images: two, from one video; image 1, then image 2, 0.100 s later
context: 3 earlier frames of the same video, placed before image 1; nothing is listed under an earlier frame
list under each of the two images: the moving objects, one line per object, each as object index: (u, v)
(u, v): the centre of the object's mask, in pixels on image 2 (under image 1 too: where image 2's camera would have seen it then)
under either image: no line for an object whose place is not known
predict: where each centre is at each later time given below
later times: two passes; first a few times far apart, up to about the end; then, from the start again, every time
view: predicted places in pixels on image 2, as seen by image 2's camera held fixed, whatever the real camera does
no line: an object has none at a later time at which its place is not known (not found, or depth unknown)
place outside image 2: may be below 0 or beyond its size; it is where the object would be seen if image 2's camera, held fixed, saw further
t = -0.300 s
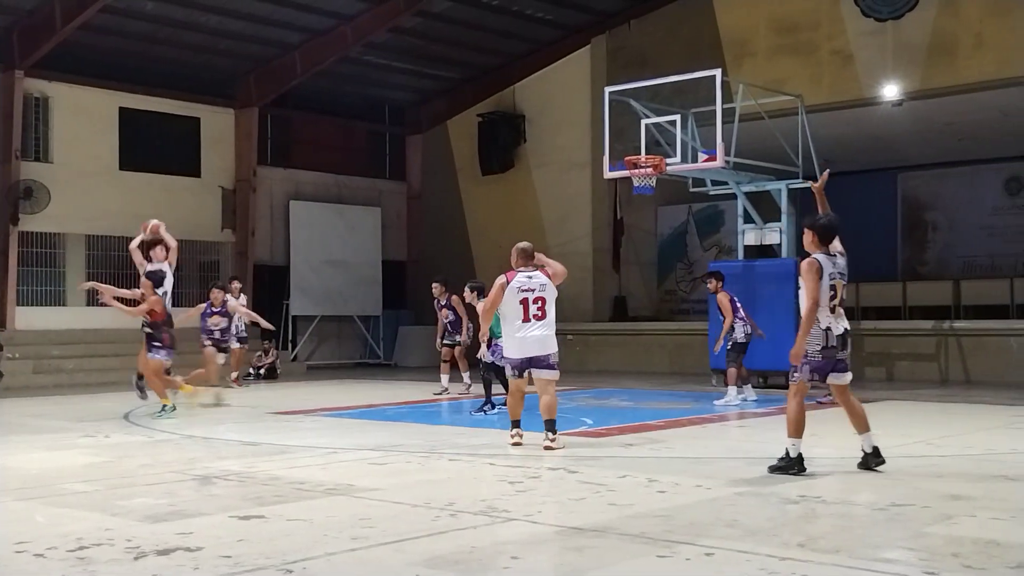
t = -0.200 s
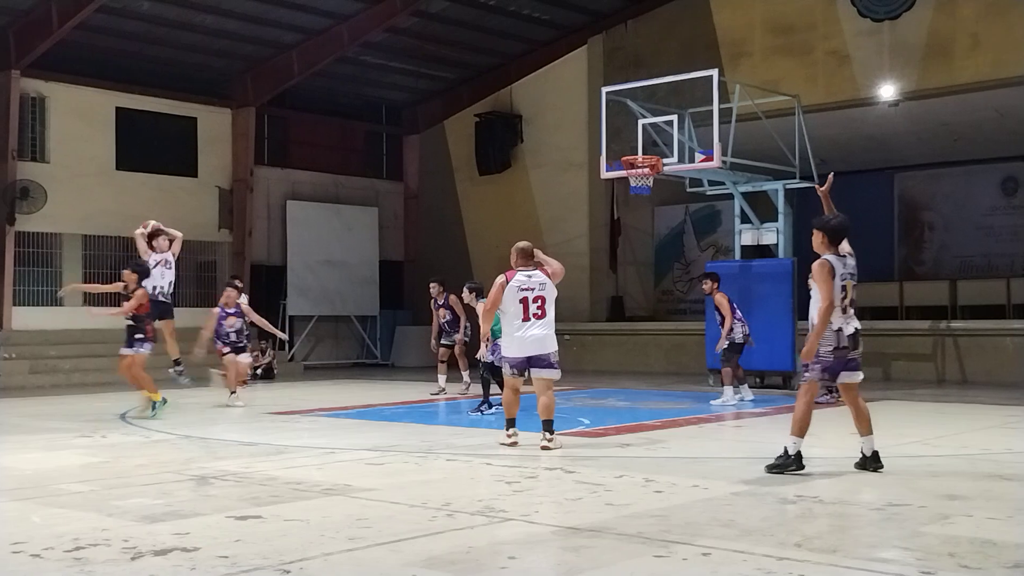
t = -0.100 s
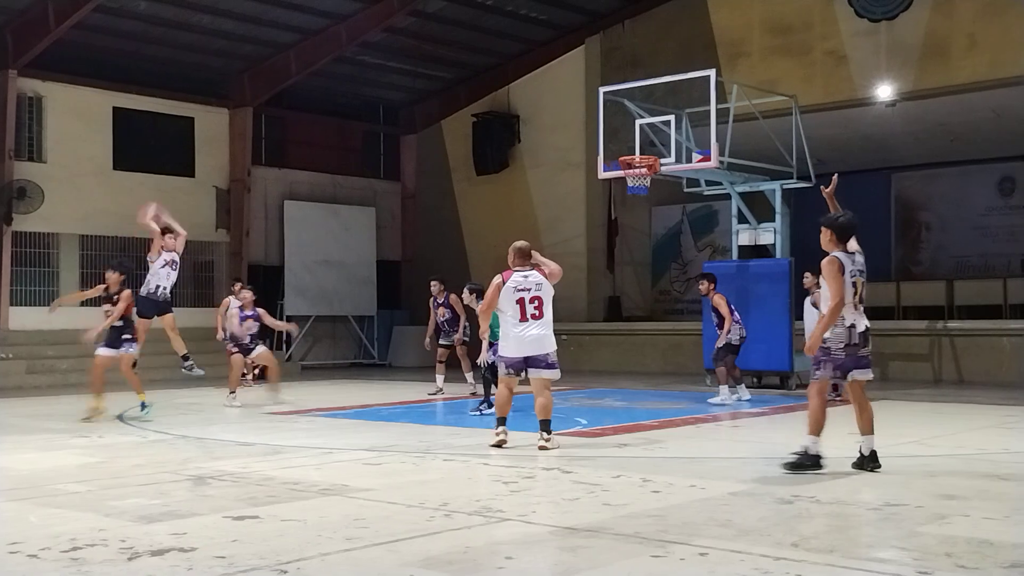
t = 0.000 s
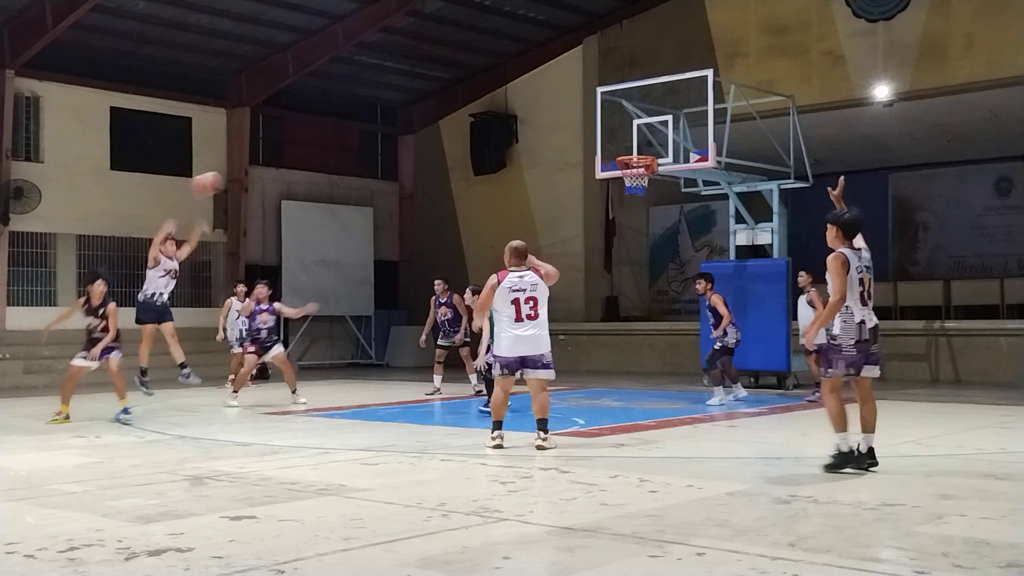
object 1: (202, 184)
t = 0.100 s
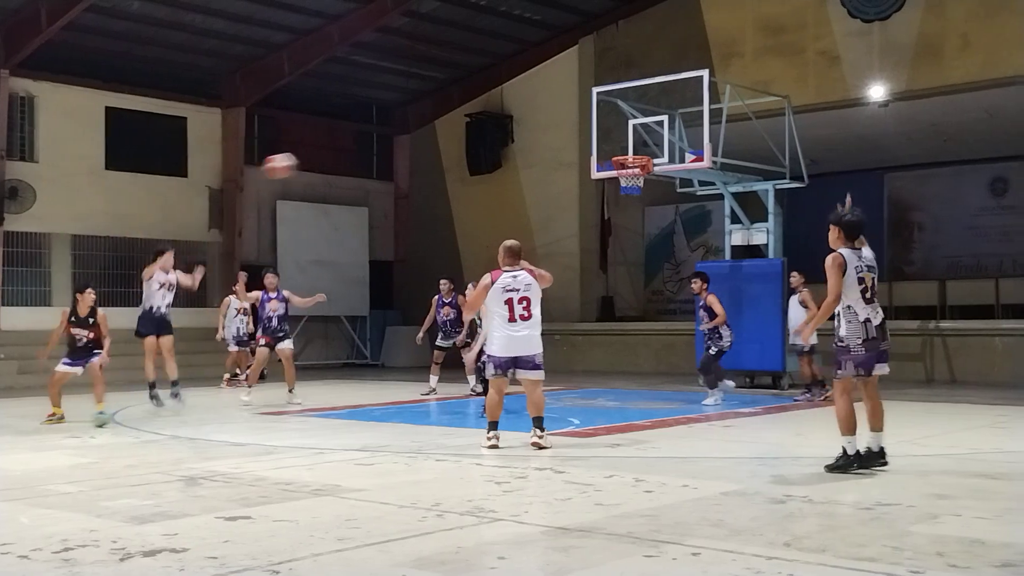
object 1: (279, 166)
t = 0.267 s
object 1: (428, 152)
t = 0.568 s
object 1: (772, 208)
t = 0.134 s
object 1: (308, 161)
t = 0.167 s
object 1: (337, 157)
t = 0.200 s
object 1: (367, 155)
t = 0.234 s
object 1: (397, 153)
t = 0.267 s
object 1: (428, 152)
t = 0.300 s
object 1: (461, 152)
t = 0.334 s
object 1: (495, 154)
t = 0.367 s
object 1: (529, 157)
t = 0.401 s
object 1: (567, 162)
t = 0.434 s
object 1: (603, 167)
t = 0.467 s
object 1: (643, 175)
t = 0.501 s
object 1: (683, 184)
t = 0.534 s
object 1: (729, 195)
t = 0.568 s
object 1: (772, 208)
